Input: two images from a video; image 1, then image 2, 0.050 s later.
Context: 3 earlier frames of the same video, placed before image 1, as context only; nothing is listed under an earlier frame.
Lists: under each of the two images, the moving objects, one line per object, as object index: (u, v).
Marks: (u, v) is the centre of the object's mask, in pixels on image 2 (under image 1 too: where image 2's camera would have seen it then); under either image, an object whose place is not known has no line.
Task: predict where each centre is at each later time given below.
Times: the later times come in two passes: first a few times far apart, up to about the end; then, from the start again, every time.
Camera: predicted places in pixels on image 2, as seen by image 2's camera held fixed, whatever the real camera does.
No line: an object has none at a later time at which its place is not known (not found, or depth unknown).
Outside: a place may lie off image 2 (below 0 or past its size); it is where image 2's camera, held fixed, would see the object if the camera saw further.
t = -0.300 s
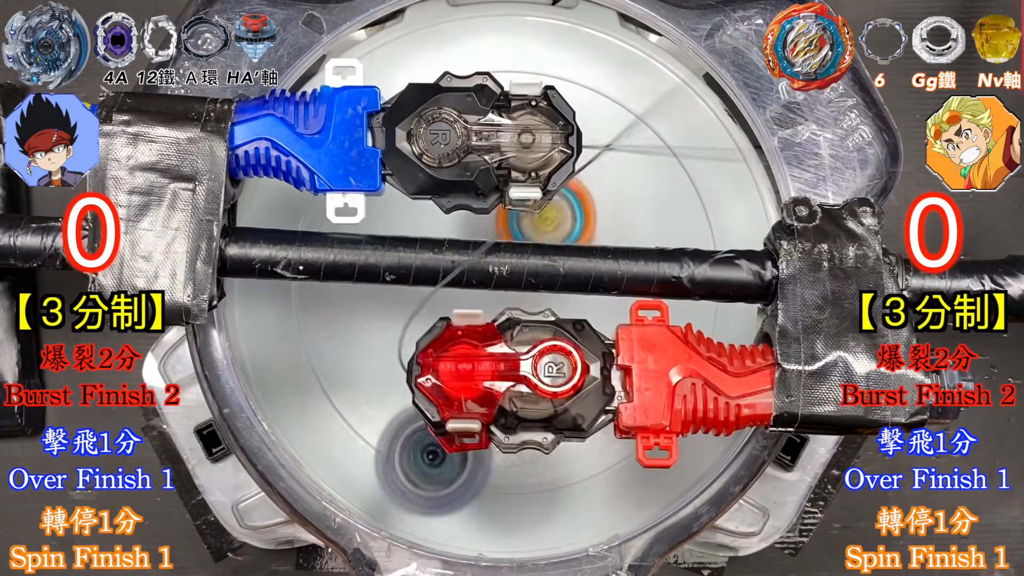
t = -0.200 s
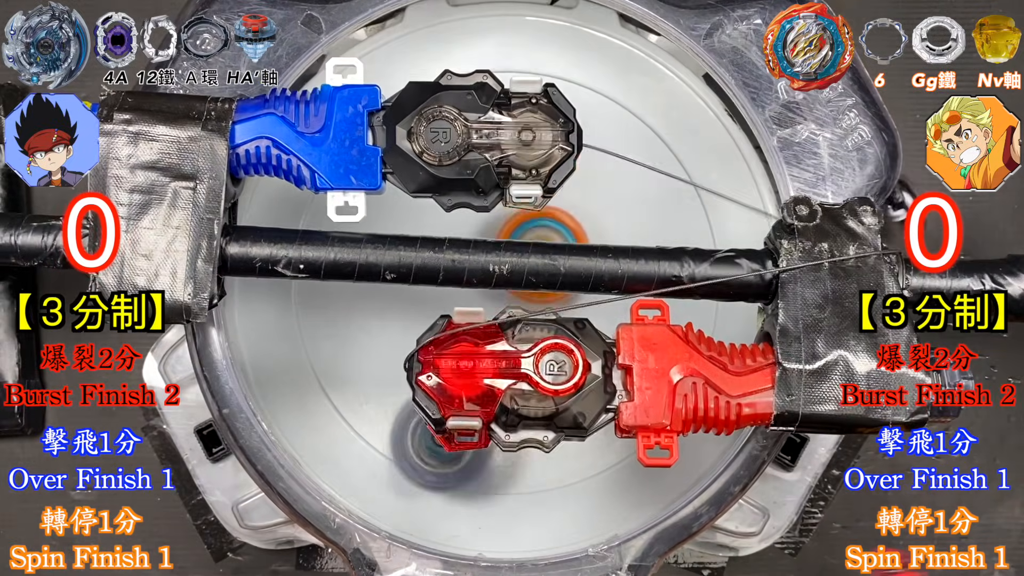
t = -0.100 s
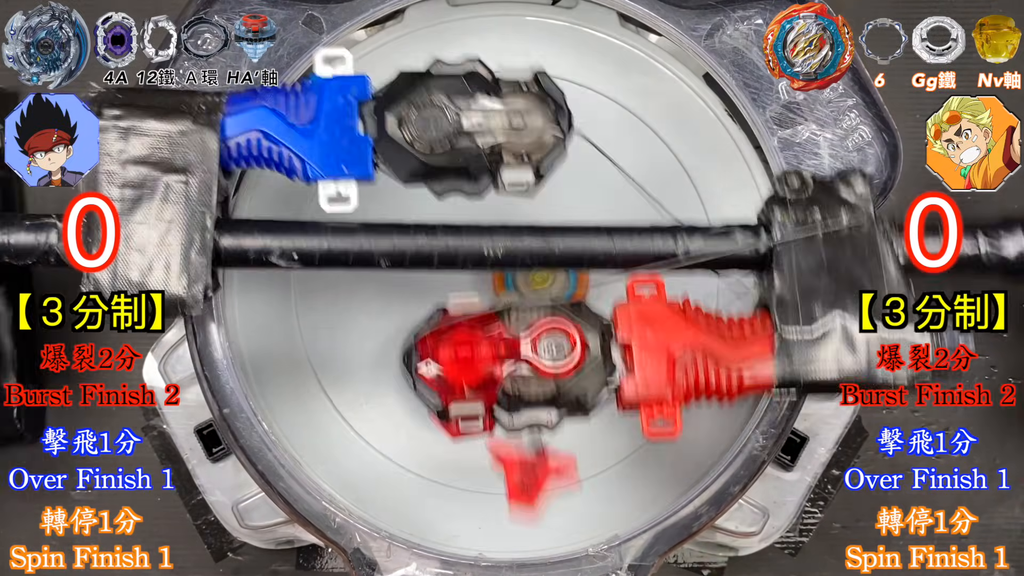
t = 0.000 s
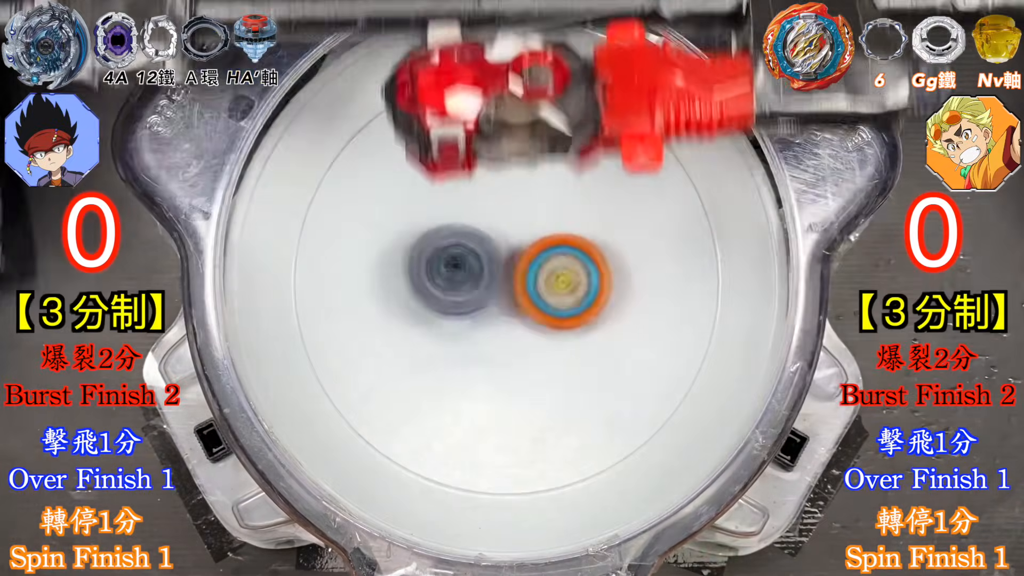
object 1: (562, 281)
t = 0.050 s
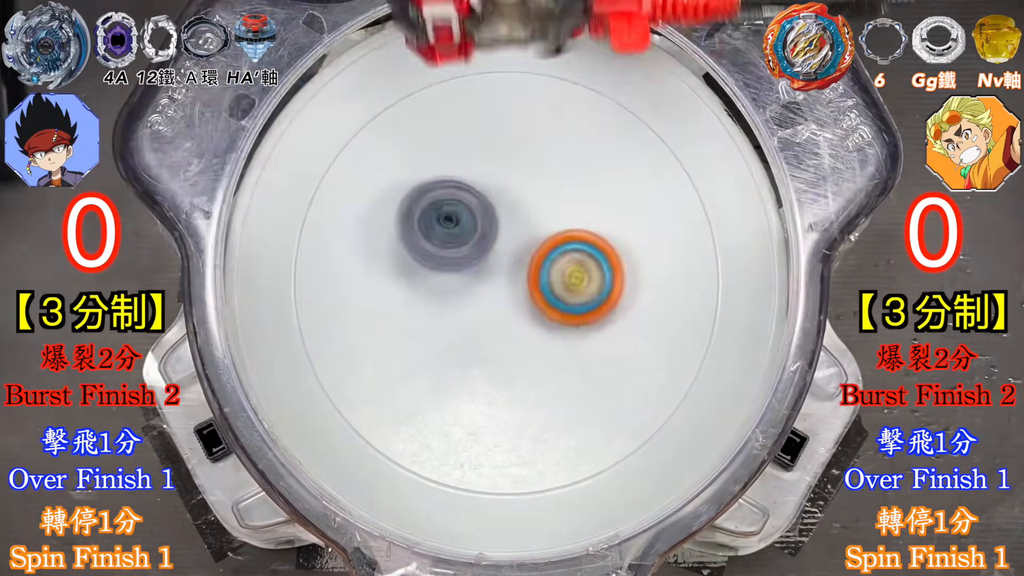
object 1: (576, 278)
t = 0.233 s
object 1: (577, 244)
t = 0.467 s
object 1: (536, 246)
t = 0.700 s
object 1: (550, 327)
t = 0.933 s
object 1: (602, 307)
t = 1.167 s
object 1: (566, 240)
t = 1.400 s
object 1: (527, 280)
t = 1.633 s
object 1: (522, 352)
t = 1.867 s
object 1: (705, 416)
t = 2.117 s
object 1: (530, 178)
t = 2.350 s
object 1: (300, 241)
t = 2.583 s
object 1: (408, 492)
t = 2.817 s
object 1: (623, 424)
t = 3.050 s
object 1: (571, 211)
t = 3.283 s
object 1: (444, 235)
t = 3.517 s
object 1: (464, 386)
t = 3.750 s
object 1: (596, 497)
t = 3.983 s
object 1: (618, 398)
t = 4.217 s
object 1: (594, 306)
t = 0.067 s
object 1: (578, 276)
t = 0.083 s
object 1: (582, 273)
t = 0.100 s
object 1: (584, 271)
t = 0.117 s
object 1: (586, 268)
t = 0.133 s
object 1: (587, 266)
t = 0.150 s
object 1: (587, 263)
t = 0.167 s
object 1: (586, 259)
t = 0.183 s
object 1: (585, 256)
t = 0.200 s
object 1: (583, 252)
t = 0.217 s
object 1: (581, 248)
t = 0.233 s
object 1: (577, 244)
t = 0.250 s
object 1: (575, 241)
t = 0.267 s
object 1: (572, 238)
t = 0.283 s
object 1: (569, 236)
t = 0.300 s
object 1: (566, 234)
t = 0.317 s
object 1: (563, 233)
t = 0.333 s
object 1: (560, 231)
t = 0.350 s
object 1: (557, 229)
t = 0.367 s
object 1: (552, 228)
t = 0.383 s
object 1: (548, 228)
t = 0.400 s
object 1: (544, 228)
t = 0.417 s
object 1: (541, 228)
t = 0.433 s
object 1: (538, 229)
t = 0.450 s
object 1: (536, 237)
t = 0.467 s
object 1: (536, 246)
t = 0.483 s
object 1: (534, 253)
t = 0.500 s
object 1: (532, 261)
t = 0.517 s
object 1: (531, 269)
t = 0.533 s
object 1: (531, 276)
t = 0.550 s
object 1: (531, 283)
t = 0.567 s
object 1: (532, 290)
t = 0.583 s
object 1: (534, 296)
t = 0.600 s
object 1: (534, 300)
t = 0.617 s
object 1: (535, 306)
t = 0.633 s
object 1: (537, 312)
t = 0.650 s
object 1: (540, 317)
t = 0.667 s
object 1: (543, 322)
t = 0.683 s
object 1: (547, 325)
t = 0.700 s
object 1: (550, 327)
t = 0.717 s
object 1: (553, 330)
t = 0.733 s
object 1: (557, 332)
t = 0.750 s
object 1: (561, 334)
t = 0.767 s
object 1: (566, 335)
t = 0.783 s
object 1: (571, 334)
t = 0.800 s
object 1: (574, 332)
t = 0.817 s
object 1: (578, 331)
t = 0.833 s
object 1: (582, 330)
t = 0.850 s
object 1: (586, 328)
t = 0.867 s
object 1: (591, 324)
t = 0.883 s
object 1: (593, 319)
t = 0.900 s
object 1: (595, 316)
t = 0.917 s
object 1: (599, 312)
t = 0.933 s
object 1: (602, 307)
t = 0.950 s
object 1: (605, 302)
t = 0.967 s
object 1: (605, 296)
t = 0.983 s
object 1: (605, 291)
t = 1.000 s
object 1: (605, 285)
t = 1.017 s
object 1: (605, 279)
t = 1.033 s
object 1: (605, 273)
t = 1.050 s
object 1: (601, 267)
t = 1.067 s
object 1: (597, 262)
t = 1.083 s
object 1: (593, 257)
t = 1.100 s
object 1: (589, 252)
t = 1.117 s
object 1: (584, 246)
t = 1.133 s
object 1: (576, 243)
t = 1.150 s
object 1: (570, 241)
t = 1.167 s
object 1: (566, 240)
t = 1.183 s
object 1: (567, 239)
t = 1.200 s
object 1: (565, 238)
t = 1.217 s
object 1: (563, 240)
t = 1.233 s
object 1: (560, 243)
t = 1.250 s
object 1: (558, 246)
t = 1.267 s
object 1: (555, 246)
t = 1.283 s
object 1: (551, 250)
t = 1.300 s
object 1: (548, 254)
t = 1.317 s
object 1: (544, 258)
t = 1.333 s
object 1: (541, 261)
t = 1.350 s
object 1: (536, 265)
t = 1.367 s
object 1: (533, 270)
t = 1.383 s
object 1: (530, 276)
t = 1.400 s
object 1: (527, 280)
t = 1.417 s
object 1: (523, 284)
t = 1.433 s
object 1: (520, 290)
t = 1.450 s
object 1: (518, 296)
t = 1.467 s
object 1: (517, 301)
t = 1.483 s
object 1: (514, 306)
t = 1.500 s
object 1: (513, 312)
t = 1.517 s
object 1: (512, 318)
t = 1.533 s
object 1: (513, 323)
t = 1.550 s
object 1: (512, 329)
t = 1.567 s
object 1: (513, 335)
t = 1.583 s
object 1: (515, 340)
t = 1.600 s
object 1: (518, 343)
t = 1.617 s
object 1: (519, 348)
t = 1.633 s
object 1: (522, 352)
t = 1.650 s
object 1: (527, 356)
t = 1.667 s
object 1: (530, 357)
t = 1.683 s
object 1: (534, 360)
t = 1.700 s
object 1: (538, 361)
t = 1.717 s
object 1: (544, 362)
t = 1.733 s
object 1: (548, 361)
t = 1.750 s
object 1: (553, 361)
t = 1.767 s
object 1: (558, 361)
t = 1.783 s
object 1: (563, 358)
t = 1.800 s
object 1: (568, 356)
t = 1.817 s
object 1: (599, 371)
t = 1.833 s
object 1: (640, 390)
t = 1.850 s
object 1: (678, 409)
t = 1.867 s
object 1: (705, 416)
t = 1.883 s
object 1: (709, 402)
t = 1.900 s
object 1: (703, 383)
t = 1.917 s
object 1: (694, 360)
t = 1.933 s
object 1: (682, 340)
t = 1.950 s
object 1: (672, 320)
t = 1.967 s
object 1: (658, 300)
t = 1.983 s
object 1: (645, 283)
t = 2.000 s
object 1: (631, 264)
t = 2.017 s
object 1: (618, 249)
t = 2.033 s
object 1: (605, 232)
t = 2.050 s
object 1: (591, 219)
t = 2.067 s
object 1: (578, 207)
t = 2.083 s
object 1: (562, 196)
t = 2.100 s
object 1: (546, 187)
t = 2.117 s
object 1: (530, 178)
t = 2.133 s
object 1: (514, 172)
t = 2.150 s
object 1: (498, 165)
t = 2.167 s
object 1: (480, 163)
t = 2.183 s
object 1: (463, 160)
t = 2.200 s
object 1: (443, 161)
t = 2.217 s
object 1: (426, 163)
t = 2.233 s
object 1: (405, 167)
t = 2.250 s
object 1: (387, 173)
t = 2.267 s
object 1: (368, 178)
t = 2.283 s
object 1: (351, 188)
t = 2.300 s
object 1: (336, 197)
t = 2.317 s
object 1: (320, 210)
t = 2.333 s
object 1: (310, 224)
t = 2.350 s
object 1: (300, 241)
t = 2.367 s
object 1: (295, 257)
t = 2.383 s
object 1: (290, 274)
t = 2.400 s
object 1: (288, 293)
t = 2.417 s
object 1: (285, 312)
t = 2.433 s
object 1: (286, 334)
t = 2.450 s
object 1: (287, 354)
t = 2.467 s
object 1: (292, 376)
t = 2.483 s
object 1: (298, 395)
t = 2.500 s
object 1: (312, 415)
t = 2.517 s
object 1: (328, 432)
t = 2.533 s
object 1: (347, 450)
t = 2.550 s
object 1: (366, 465)
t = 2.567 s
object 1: (387, 480)
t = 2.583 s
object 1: (408, 492)
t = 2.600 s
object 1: (432, 504)
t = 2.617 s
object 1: (456, 512)
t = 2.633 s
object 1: (482, 519)
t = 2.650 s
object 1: (506, 524)
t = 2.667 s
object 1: (533, 526)
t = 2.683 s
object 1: (556, 524)
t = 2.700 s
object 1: (582, 518)
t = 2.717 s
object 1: (602, 509)
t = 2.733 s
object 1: (613, 500)
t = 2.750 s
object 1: (616, 490)
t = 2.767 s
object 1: (620, 477)
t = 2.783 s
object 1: (622, 460)
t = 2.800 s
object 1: (622, 443)
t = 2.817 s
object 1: (623, 424)
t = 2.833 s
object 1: (625, 405)
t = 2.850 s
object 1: (624, 387)
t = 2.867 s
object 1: (624, 368)
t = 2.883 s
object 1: (625, 352)
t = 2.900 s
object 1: (622, 333)
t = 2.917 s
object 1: (620, 316)
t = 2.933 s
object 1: (618, 302)
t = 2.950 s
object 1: (614, 285)
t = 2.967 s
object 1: (610, 270)
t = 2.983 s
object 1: (603, 259)
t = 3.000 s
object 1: (596, 244)
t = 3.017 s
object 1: (589, 232)
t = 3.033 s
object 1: (579, 222)
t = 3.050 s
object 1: (571, 211)
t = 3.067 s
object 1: (563, 202)
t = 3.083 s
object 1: (551, 196)
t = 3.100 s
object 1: (540, 190)
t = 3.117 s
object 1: (531, 188)
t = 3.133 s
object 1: (519, 189)
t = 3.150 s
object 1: (509, 191)
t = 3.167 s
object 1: (501, 196)
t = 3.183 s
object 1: (491, 200)
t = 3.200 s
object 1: (482, 204)
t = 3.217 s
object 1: (475, 210)
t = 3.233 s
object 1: (466, 215)
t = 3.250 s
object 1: (458, 221)
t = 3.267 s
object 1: (452, 229)
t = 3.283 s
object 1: (444, 235)
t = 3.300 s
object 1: (437, 242)
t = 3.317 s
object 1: (432, 253)
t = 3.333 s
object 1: (428, 267)
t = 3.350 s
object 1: (427, 283)
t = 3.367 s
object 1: (429, 300)
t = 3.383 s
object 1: (428, 315)
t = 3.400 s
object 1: (429, 328)
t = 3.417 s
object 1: (433, 341)
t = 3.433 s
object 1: (435, 353)
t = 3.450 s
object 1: (440, 362)
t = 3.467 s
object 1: (445, 369)
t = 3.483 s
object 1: (451, 378)
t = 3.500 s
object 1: (457, 383)
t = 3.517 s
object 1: (464, 386)
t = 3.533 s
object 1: (472, 390)
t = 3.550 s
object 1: (478, 392)
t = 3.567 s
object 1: (486, 391)
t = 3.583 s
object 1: (496, 391)
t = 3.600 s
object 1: (503, 391)
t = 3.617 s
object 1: (511, 388)
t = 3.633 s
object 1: (520, 392)
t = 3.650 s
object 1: (532, 412)
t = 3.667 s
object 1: (543, 432)
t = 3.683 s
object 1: (555, 453)
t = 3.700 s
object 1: (566, 469)
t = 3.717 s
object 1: (577, 482)
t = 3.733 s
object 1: (588, 491)
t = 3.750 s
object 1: (596, 497)
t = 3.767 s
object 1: (604, 499)
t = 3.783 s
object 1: (610, 499)
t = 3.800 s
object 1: (613, 496)
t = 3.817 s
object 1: (613, 490)
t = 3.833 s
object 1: (614, 484)
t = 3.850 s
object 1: (617, 478)
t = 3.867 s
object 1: (617, 471)
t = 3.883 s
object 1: (617, 462)
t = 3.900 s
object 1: (618, 452)
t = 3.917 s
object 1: (617, 442)
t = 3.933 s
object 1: (618, 429)
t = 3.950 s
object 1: (619, 419)
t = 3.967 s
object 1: (618, 408)
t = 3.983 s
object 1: (618, 398)
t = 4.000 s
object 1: (617, 388)
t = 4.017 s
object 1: (614, 376)
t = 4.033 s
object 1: (613, 365)
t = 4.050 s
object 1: (609, 356)
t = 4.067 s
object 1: (605, 346)
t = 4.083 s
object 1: (602, 336)
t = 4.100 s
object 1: (597, 328)
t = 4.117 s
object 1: (593, 318)
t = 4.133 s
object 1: (589, 309)
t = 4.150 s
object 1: (584, 301)
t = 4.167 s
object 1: (579, 293)
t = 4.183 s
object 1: (583, 296)
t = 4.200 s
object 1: (589, 301)
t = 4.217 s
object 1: (594, 306)
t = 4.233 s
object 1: (599, 309)
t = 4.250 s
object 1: (603, 313)
